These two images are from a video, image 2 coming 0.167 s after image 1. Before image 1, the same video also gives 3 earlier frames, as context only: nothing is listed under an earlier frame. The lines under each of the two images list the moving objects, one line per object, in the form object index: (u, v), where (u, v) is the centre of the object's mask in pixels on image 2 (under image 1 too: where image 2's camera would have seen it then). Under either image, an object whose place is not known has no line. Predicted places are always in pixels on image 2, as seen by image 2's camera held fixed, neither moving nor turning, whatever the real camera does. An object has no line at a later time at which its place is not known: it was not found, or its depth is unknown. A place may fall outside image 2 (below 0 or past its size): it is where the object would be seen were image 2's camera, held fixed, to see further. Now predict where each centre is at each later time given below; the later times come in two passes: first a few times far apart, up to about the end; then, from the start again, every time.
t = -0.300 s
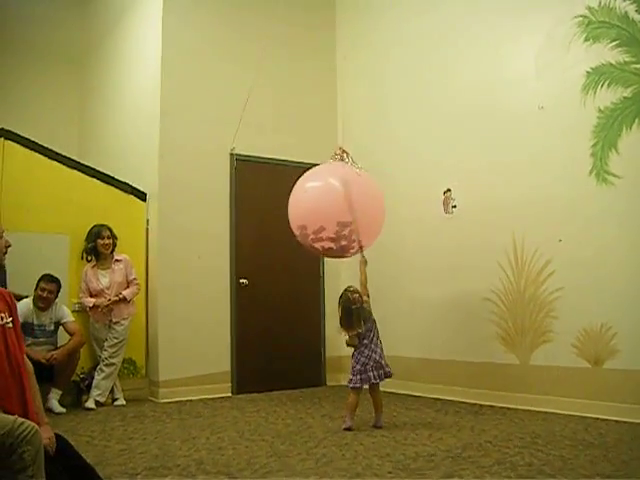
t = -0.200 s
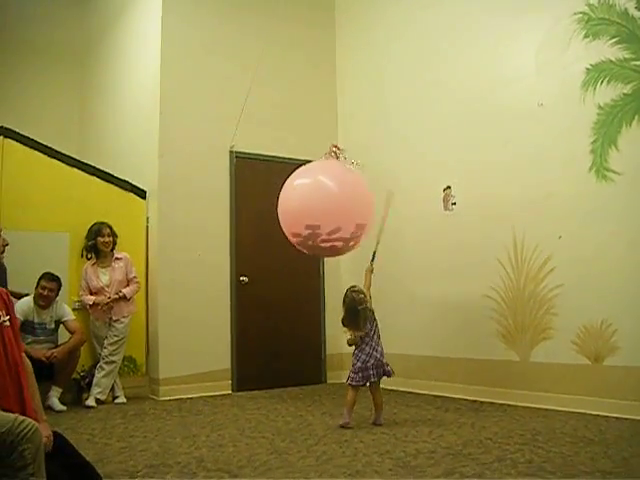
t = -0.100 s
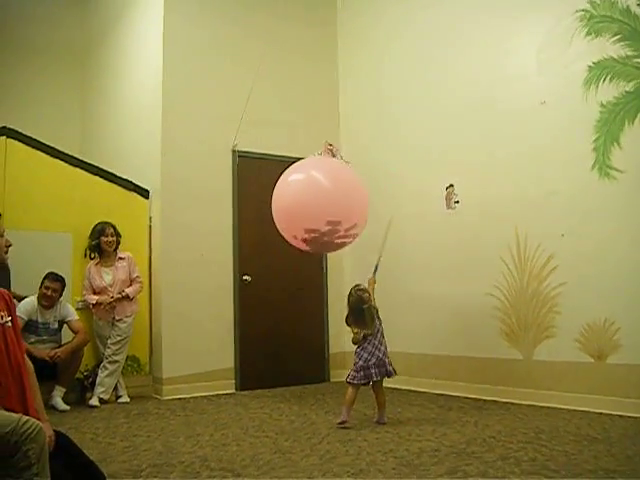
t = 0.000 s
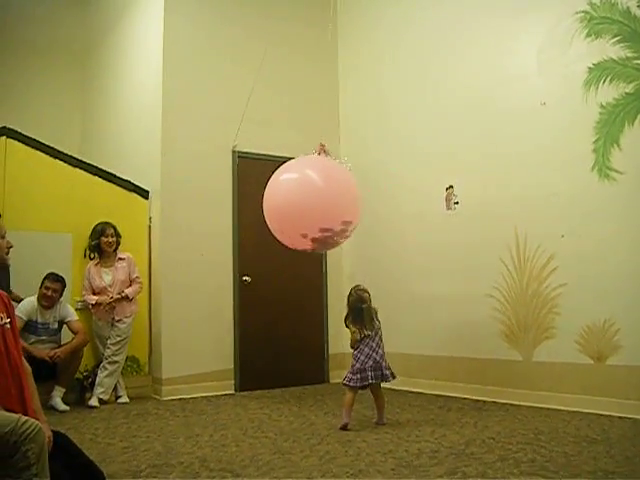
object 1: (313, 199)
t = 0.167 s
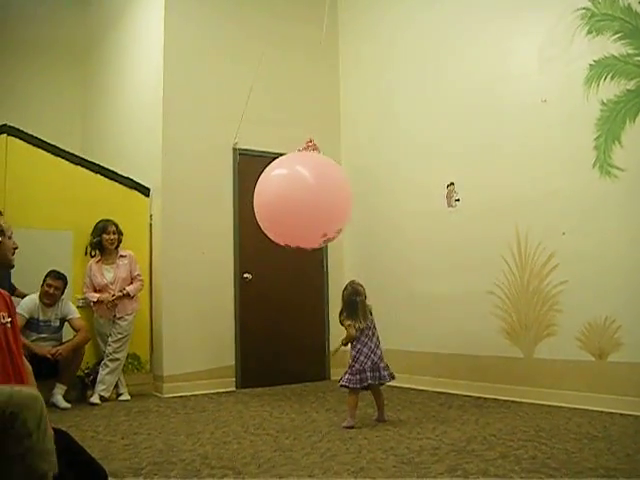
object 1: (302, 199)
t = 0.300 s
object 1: (297, 199)
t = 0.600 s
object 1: (289, 195)
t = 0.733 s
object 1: (286, 195)
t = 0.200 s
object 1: (301, 198)
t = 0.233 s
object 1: (299, 198)
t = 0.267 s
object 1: (298, 198)
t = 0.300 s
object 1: (297, 199)
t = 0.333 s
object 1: (295, 199)
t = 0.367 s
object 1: (294, 199)
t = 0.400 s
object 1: (293, 198)
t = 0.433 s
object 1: (292, 198)
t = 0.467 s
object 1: (291, 197)
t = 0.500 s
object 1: (291, 196)
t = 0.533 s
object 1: (290, 196)
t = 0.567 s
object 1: (289, 195)
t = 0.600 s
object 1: (289, 195)
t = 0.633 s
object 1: (288, 195)
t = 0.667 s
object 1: (287, 195)
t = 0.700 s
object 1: (287, 195)
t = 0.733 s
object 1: (286, 195)
